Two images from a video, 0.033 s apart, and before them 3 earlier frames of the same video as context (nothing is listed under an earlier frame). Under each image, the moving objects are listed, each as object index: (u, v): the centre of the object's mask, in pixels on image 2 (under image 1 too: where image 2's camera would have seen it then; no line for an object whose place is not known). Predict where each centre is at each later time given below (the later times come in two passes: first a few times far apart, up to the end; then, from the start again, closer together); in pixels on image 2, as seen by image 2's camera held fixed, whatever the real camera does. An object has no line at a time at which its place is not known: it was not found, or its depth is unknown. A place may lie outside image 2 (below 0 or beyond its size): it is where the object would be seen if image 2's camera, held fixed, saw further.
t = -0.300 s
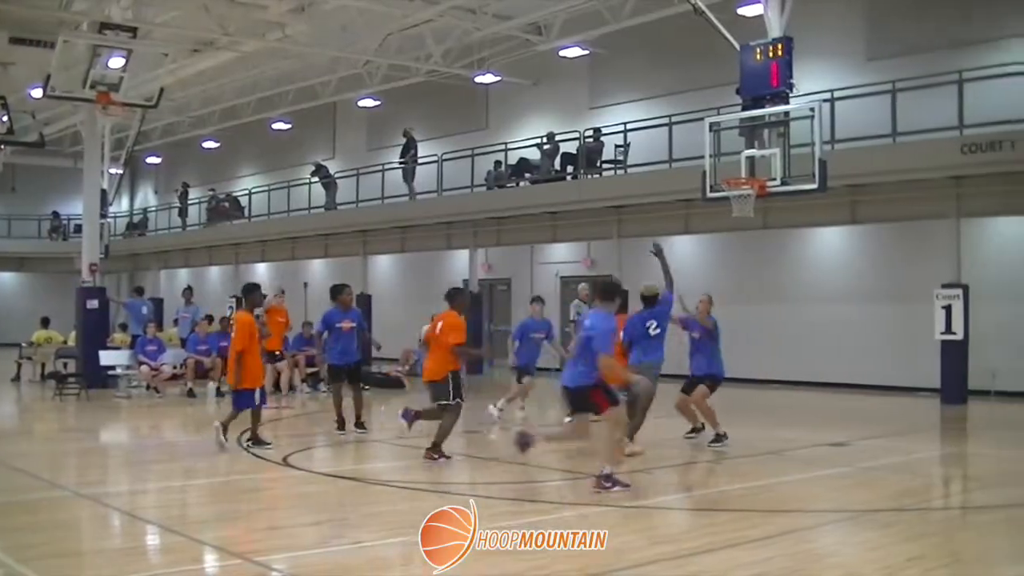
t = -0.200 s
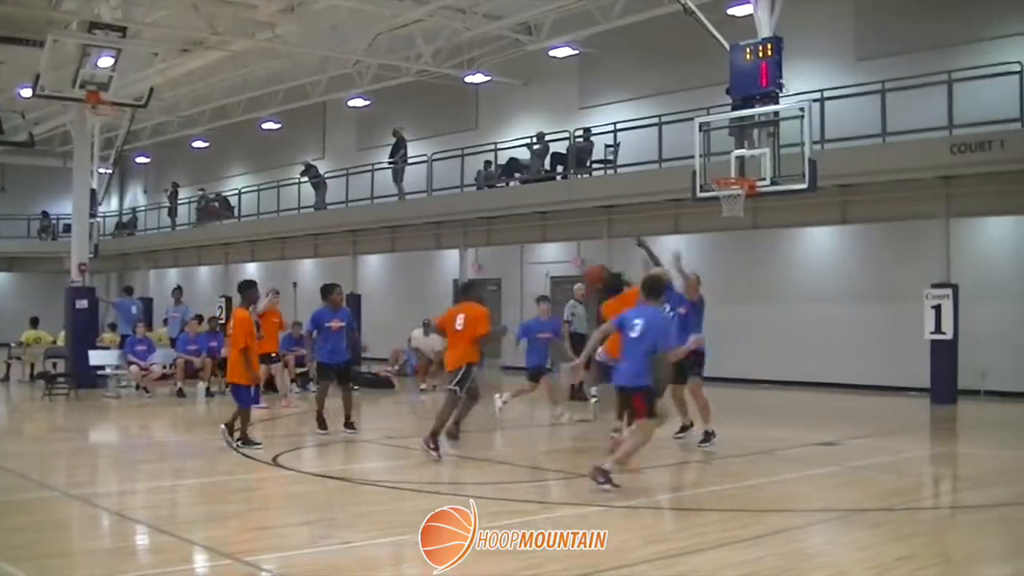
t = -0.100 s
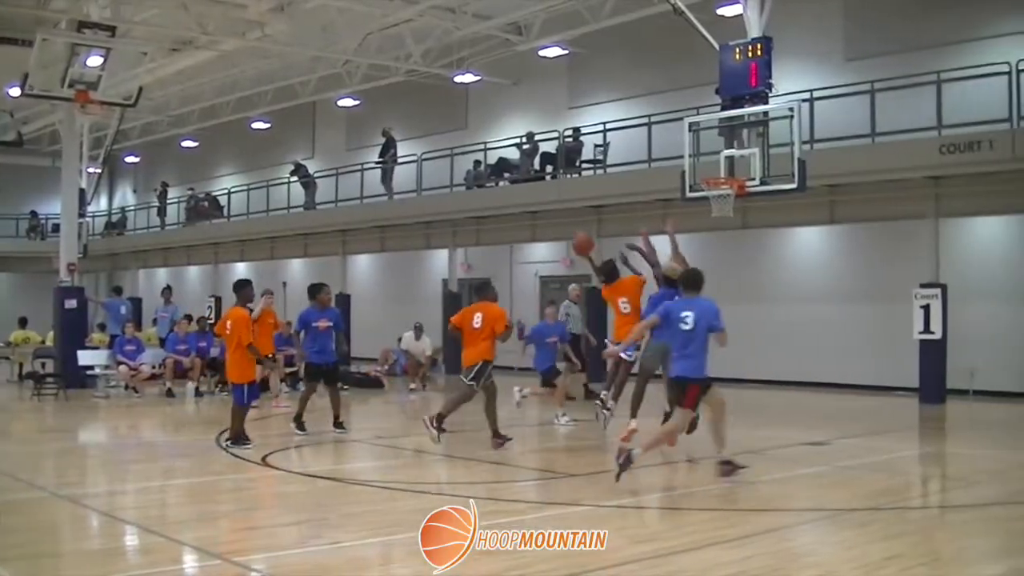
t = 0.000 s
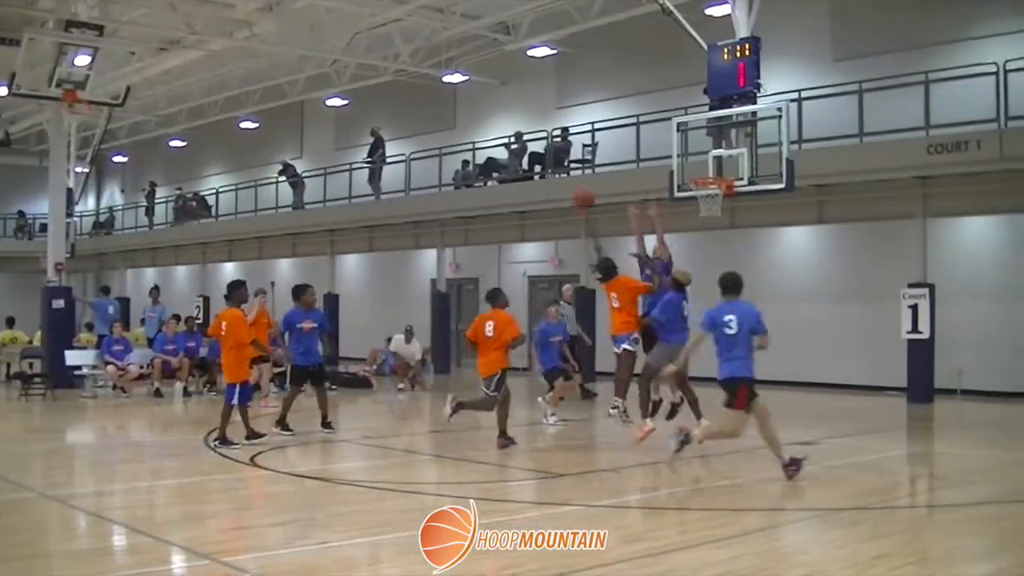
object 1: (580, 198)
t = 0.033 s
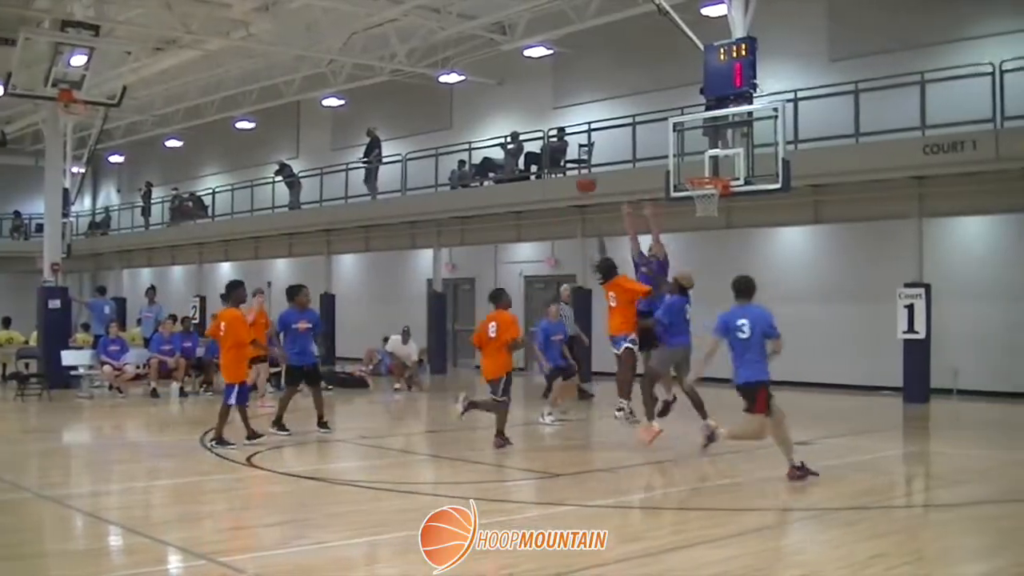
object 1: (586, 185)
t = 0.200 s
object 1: (615, 123)
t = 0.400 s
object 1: (648, 89)
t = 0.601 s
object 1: (678, 89)
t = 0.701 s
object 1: (691, 100)
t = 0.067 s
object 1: (592, 169)
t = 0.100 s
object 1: (597, 155)
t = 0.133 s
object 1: (604, 144)
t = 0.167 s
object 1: (610, 133)
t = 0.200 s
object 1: (615, 123)
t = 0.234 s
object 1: (621, 115)
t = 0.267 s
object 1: (626, 107)
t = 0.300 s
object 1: (632, 102)
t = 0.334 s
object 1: (636, 97)
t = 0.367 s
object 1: (643, 92)
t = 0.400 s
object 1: (648, 89)
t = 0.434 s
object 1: (653, 87)
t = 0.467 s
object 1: (658, 85)
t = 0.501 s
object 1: (663, 85)
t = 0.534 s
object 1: (668, 86)
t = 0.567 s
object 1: (673, 87)
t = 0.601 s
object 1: (678, 89)
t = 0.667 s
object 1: (688, 95)
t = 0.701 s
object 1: (691, 100)
